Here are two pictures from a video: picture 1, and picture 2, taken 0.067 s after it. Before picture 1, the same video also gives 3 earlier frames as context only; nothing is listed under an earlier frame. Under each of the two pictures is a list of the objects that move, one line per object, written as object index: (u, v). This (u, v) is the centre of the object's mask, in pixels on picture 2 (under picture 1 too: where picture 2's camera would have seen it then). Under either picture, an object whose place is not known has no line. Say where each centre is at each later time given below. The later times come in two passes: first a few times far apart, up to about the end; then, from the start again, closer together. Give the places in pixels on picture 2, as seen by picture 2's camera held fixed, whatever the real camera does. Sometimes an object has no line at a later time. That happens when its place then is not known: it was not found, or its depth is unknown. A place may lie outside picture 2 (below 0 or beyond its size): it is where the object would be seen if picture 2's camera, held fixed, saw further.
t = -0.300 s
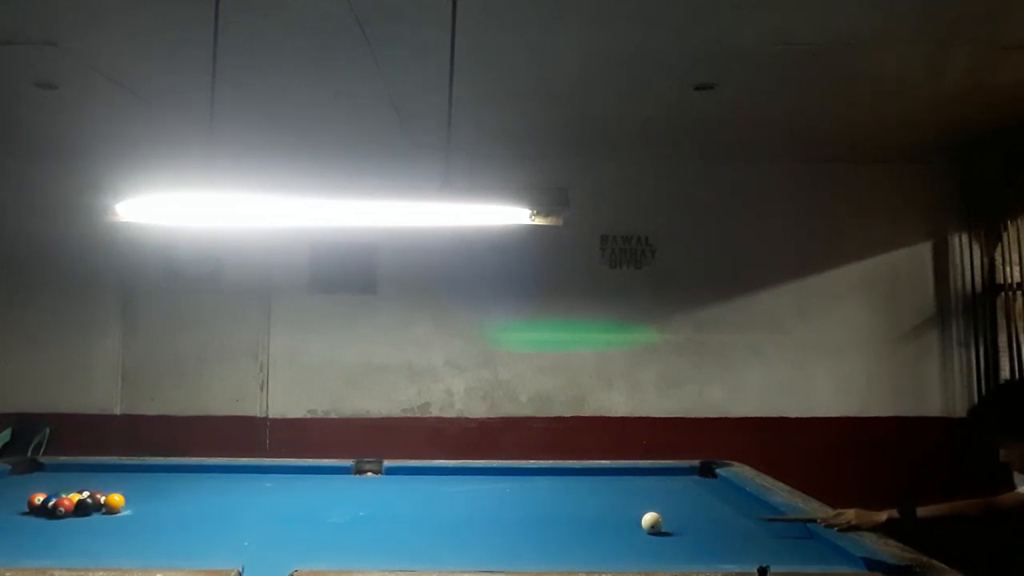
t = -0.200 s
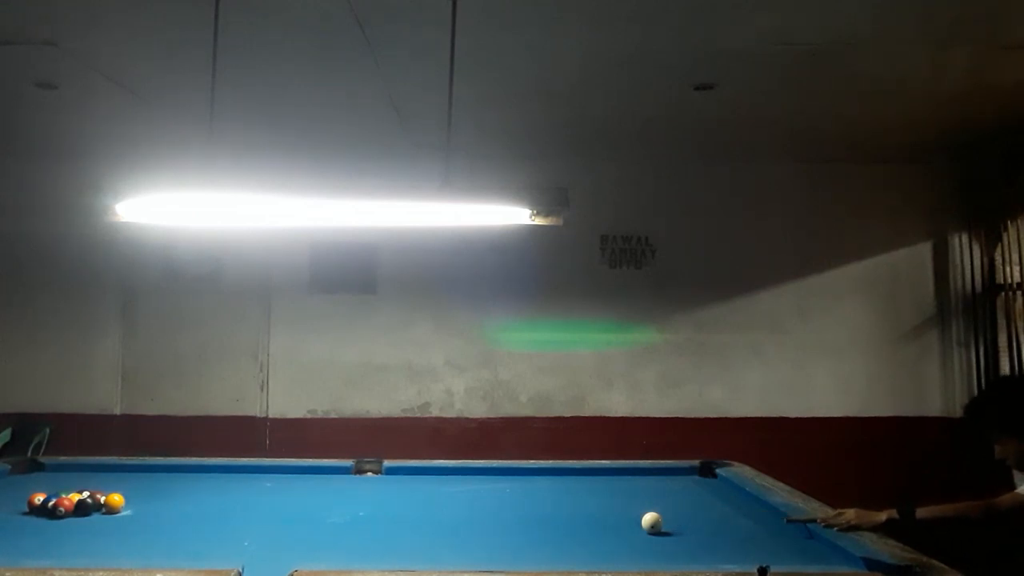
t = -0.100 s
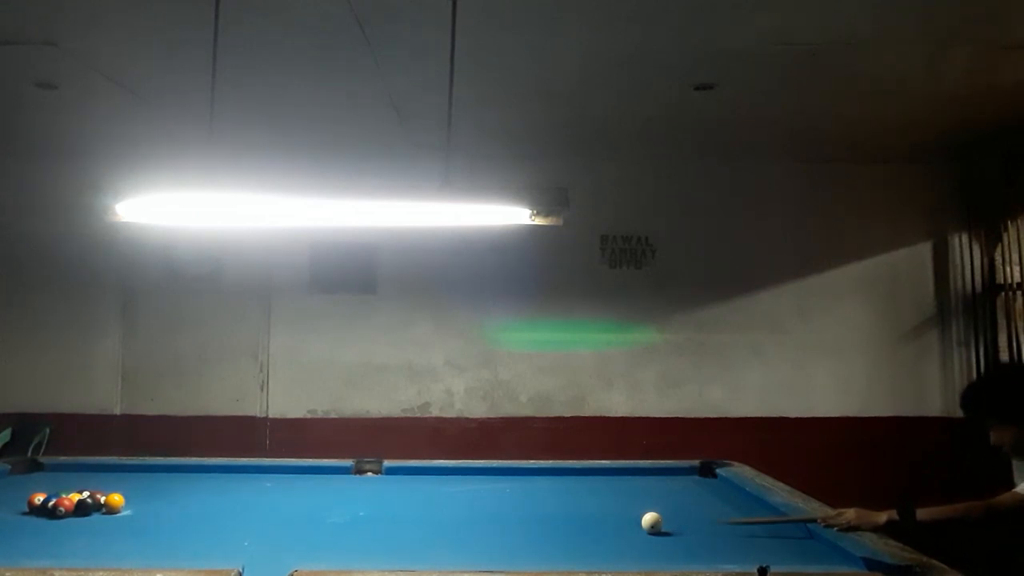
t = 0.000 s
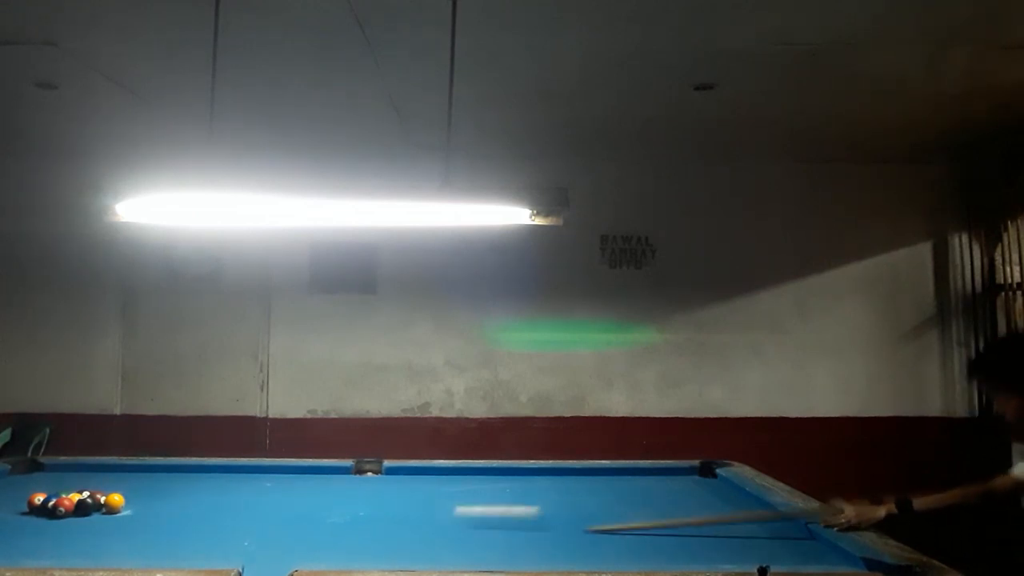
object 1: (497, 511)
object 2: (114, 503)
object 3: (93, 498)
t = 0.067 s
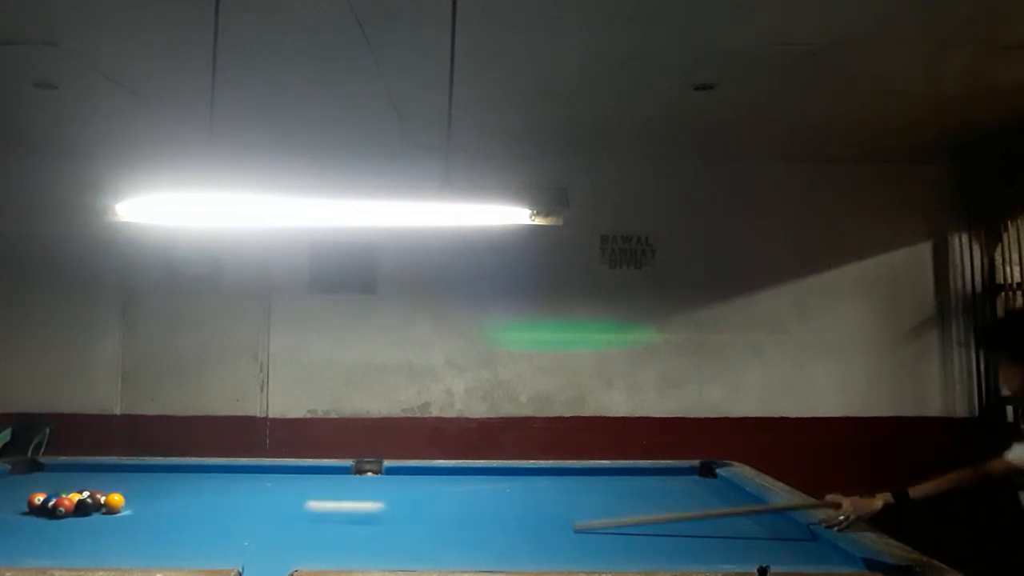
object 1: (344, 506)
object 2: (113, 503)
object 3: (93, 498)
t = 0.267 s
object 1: (132, 497)
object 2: (110, 507)
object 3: (74, 486)
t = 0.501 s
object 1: (101, 493)
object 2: (114, 517)
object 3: (53, 467)
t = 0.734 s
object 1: (62, 486)
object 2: (117, 527)
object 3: (5, 474)
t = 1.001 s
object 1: (21, 481)
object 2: (122, 539)
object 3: (4, 479)
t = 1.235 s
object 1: (28, 478)
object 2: (125, 549)
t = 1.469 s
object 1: (36, 475)
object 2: (129, 555)
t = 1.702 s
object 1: (44, 473)
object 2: (149, 554)
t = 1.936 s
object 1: (50, 471)
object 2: (170, 552)
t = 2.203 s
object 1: (55, 469)
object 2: (190, 550)
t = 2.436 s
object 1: (58, 468)
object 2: (205, 548)
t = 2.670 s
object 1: (59, 468)
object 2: (215, 547)
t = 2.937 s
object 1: (59, 467)
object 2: (223, 545)
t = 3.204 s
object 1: (59, 467)
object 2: (226, 544)
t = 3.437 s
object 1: (59, 467)
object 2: (228, 543)
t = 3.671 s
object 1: (59, 467)
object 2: (228, 544)
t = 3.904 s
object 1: (59, 467)
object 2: (228, 544)
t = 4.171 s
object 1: (59, 467)
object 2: (228, 544)
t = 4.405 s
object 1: (59, 467)
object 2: (228, 544)
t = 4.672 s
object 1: (60, 467)
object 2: (228, 544)
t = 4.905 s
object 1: (60, 467)
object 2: (228, 544)
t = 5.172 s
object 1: (59, 467)
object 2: (228, 544)
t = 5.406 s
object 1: (59, 467)
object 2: (228, 544)
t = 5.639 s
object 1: (60, 467)
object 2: (228, 544)
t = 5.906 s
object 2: (228, 544)
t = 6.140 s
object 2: (228, 544)
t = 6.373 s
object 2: (228, 544)
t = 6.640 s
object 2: (228, 544)
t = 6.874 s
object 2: (228, 544)
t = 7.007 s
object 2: (228, 544)
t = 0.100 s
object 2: (114, 503)
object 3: (93, 498)
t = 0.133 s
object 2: (114, 503)
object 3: (93, 498)
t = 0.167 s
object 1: (134, 498)
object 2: (113, 503)
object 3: (93, 498)
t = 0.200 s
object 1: (133, 496)
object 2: (108, 504)
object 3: (83, 490)
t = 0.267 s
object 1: (132, 497)
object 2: (110, 507)
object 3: (74, 486)
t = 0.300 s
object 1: (130, 498)
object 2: (110, 509)
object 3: (71, 481)
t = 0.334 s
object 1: (128, 497)
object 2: (111, 510)
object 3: (68, 480)
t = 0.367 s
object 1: (124, 496)
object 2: (111, 512)
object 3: (67, 475)
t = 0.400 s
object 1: (120, 495)
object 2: (112, 513)
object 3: (65, 473)
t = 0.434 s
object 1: (114, 494)
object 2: (113, 514)
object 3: (63, 470)
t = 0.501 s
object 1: (101, 493)
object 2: (114, 517)
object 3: (53, 467)
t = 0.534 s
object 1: (96, 492)
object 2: (114, 518)
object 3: (45, 469)
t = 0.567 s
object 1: (90, 491)
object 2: (115, 520)
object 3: (38, 469)
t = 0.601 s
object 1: (85, 490)
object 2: (115, 521)
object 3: (32, 470)
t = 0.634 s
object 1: (79, 489)
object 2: (116, 523)
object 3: (22, 471)
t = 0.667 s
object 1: (74, 488)
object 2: (116, 524)
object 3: (18, 472)
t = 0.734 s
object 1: (62, 486)
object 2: (117, 527)
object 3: (5, 474)
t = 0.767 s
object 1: (57, 486)
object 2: (118, 529)
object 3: (5, 474)
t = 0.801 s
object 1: (51, 485)
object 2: (119, 530)
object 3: (4, 473)
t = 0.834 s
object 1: (46, 484)
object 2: (119, 532)
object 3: (4, 474)
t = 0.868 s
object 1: (41, 484)
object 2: (119, 533)
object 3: (4, 476)
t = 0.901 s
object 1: (36, 483)
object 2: (120, 535)
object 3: (4, 478)
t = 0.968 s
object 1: (26, 482)
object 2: (121, 538)
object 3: (3, 479)
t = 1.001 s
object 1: (21, 481)
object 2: (122, 539)
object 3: (4, 479)
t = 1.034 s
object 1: (16, 481)
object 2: (122, 541)
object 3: (3, 479)
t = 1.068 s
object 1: (19, 480)
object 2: (123, 542)
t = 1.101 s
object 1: (22, 479)
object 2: (123, 544)
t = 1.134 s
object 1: (23, 479)
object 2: (124, 546)
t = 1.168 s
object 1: (24, 479)
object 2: (124, 547)
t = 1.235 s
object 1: (28, 478)
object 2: (125, 549)
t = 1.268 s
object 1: (29, 477)
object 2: (126, 550)
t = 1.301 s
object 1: (30, 477)
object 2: (126, 551)
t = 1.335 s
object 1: (31, 477)
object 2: (127, 552)
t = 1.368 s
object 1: (33, 476)
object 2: (127, 552)
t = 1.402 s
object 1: (34, 476)
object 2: (128, 554)
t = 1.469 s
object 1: (36, 475)
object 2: (129, 555)
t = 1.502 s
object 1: (37, 475)
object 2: (130, 556)
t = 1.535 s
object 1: (39, 474)
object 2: (132, 556)
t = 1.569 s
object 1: (40, 474)
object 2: (136, 556)
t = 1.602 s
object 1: (41, 474)
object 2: (139, 555)
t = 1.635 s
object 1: (42, 473)
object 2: (142, 555)
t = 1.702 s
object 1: (44, 473)
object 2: (149, 554)
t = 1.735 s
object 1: (45, 472)
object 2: (153, 554)
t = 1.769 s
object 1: (46, 472)
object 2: (156, 553)
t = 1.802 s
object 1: (47, 472)
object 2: (159, 553)
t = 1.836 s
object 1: (47, 472)
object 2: (162, 553)
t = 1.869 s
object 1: (48, 471)
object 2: (165, 553)
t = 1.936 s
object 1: (50, 471)
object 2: (170, 552)
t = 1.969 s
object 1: (51, 470)
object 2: (173, 552)
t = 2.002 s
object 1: (51, 470)
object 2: (176, 551)
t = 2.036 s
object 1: (52, 470)
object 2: (179, 551)
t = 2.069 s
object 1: (52, 470)
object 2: (181, 551)
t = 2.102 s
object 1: (53, 470)
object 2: (183, 551)
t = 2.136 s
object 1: (54, 470)
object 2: (186, 551)
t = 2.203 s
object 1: (55, 469)
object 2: (190, 550)
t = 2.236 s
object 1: (56, 469)
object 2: (193, 550)
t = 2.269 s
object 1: (56, 469)
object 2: (195, 550)
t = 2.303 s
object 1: (57, 469)
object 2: (197, 549)
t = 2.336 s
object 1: (57, 469)
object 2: (199, 549)
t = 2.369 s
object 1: (57, 468)
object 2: (201, 549)
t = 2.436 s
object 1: (58, 468)
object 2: (205, 548)
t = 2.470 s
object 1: (58, 468)
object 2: (207, 548)
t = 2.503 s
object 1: (58, 468)
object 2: (208, 548)
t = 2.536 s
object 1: (58, 468)
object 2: (210, 548)
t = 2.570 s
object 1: (58, 468)
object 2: (211, 547)
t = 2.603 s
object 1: (59, 468)
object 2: (213, 547)
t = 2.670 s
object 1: (59, 468)
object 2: (215, 547)
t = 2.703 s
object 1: (59, 468)
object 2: (216, 547)
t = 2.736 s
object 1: (59, 468)
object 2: (218, 546)
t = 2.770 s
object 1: (59, 467)
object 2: (219, 546)
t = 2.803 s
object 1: (59, 467)
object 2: (220, 546)
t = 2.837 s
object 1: (59, 467)
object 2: (221, 546)
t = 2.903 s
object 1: (59, 467)
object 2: (223, 545)
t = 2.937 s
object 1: (59, 467)
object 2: (223, 545)
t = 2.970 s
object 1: (59, 467)
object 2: (224, 545)
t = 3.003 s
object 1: (59, 467)
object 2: (225, 545)
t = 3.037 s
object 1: (59, 467)
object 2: (225, 544)
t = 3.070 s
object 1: (59, 467)
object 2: (226, 544)
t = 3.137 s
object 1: (59, 467)
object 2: (226, 544)
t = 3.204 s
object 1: (59, 467)
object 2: (226, 544)
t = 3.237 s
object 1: (59, 467)
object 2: (227, 544)
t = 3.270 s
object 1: (59, 467)
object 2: (227, 544)
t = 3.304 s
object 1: (59, 467)
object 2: (227, 543)
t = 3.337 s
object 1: (59, 467)
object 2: (228, 543)
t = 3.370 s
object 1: (59, 467)
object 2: (228, 543)
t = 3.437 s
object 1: (59, 467)
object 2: (228, 543)
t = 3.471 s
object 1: (59, 467)
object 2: (228, 543)
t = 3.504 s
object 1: (59, 467)
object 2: (228, 543)
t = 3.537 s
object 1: (59, 467)
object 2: (228, 543)
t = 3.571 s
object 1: (59, 467)
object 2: (228, 543)
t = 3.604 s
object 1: (59, 467)
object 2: (228, 543)
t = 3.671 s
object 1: (59, 467)
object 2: (228, 544)
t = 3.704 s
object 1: (59, 467)
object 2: (228, 544)
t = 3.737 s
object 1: (59, 467)
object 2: (228, 544)
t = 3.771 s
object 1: (59, 467)
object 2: (228, 544)
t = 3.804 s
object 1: (59, 468)
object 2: (228, 544)
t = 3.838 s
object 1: (59, 467)
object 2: (228, 544)
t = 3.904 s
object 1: (59, 467)
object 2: (228, 544)
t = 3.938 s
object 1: (59, 467)
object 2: (228, 544)
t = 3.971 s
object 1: (59, 467)
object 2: (228, 544)
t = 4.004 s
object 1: (59, 467)
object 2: (228, 544)
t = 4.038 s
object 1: (59, 467)
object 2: (228, 544)
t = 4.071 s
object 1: (59, 467)
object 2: (228, 544)
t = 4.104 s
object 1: (59, 467)
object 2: (228, 544)
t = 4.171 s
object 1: (59, 467)
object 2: (228, 544)
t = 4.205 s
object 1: (59, 467)
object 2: (228, 544)
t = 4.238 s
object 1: (59, 467)
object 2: (228, 544)
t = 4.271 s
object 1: (59, 467)
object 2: (228, 544)
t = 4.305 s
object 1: (59, 467)
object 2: (228, 544)
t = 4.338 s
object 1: (59, 467)
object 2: (228, 544)
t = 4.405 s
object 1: (59, 467)
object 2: (228, 544)
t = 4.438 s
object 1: (59, 467)
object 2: (228, 544)
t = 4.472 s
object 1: (60, 467)
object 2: (228, 544)
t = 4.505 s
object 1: (59, 467)
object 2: (228, 544)
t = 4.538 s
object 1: (59, 467)
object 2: (228, 544)
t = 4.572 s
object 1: (60, 467)
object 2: (228, 544)
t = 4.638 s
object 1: (60, 467)
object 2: (228, 544)
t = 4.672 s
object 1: (60, 467)
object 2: (228, 544)
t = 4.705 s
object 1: (59, 467)
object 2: (228, 544)
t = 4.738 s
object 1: (59, 467)
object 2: (228, 544)
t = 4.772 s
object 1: (59, 467)
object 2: (228, 544)
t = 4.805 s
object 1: (59, 467)
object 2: (228, 544)
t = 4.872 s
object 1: (60, 467)
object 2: (228, 544)
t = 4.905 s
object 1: (60, 467)
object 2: (228, 544)
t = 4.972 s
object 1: (60, 467)
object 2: (228, 544)
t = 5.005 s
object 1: (60, 467)
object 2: (228, 544)
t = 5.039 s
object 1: (60, 467)
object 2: (228, 544)
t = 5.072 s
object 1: (59, 467)
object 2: (228, 544)
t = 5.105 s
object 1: (60, 467)
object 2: (228, 544)
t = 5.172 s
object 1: (59, 467)
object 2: (228, 544)
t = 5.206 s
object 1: (59, 467)
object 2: (228, 544)
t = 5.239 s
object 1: (60, 467)
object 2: (228, 544)
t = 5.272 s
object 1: (59, 467)
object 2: (228, 544)
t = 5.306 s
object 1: (60, 467)
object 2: (228, 544)
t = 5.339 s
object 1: (59, 467)
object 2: (228, 544)
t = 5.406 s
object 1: (59, 467)
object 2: (228, 544)
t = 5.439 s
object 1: (60, 467)
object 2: (228, 544)
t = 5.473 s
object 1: (60, 467)
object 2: (228, 544)
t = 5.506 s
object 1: (59, 467)
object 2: (228, 544)
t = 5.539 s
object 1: (59, 467)
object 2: (228, 544)
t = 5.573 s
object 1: (60, 467)
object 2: (228, 544)
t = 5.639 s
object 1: (60, 467)
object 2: (228, 544)
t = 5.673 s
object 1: (60, 467)
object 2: (228, 544)
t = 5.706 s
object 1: (59, 467)
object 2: (228, 544)
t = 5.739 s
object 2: (228, 544)
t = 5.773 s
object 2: (228, 544)
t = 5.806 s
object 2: (228, 544)
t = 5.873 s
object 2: (228, 544)
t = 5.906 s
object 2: (228, 544)
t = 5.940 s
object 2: (228, 544)
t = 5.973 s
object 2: (228, 544)
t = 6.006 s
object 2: (228, 544)
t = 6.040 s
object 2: (228, 544)
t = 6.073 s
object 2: (228, 544)
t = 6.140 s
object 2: (228, 544)
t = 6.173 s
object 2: (228, 544)
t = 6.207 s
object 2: (228, 544)
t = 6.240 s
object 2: (228, 544)
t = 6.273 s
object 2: (228, 544)
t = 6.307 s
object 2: (228, 544)
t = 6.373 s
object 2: (228, 544)
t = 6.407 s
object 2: (228, 544)
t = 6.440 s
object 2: (228, 544)
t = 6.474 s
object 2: (228, 544)
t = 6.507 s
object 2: (228, 544)
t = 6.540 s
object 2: (228, 544)
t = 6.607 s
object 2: (228, 544)
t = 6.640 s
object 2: (228, 544)
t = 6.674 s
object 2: (228, 544)
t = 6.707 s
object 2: (228, 544)
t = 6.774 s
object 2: (228, 544)
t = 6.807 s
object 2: (228, 544)
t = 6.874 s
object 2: (228, 544)
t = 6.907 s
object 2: (228, 544)
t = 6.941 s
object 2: (228, 544)
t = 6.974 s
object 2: (228, 544)
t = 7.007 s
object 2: (228, 544)
